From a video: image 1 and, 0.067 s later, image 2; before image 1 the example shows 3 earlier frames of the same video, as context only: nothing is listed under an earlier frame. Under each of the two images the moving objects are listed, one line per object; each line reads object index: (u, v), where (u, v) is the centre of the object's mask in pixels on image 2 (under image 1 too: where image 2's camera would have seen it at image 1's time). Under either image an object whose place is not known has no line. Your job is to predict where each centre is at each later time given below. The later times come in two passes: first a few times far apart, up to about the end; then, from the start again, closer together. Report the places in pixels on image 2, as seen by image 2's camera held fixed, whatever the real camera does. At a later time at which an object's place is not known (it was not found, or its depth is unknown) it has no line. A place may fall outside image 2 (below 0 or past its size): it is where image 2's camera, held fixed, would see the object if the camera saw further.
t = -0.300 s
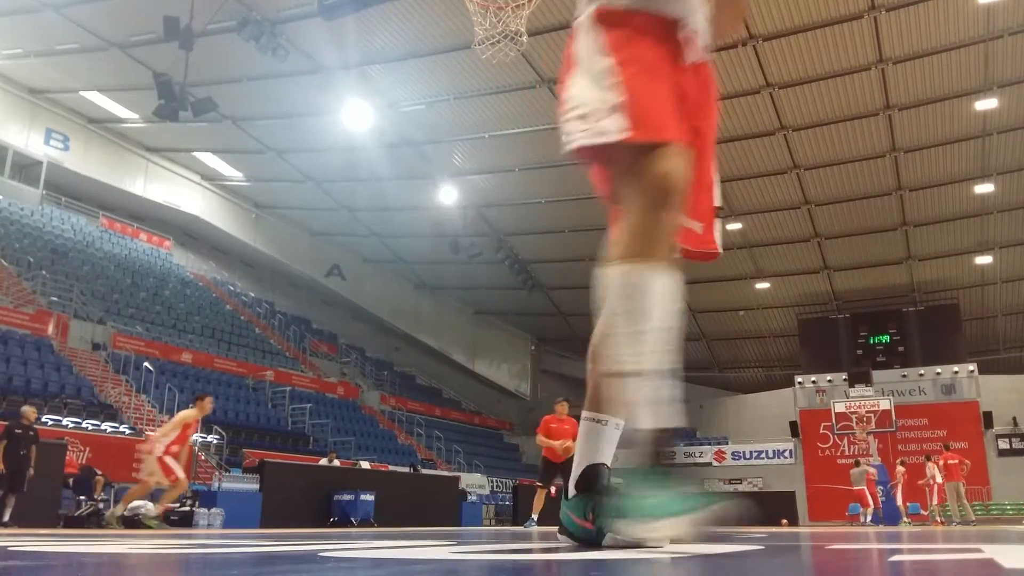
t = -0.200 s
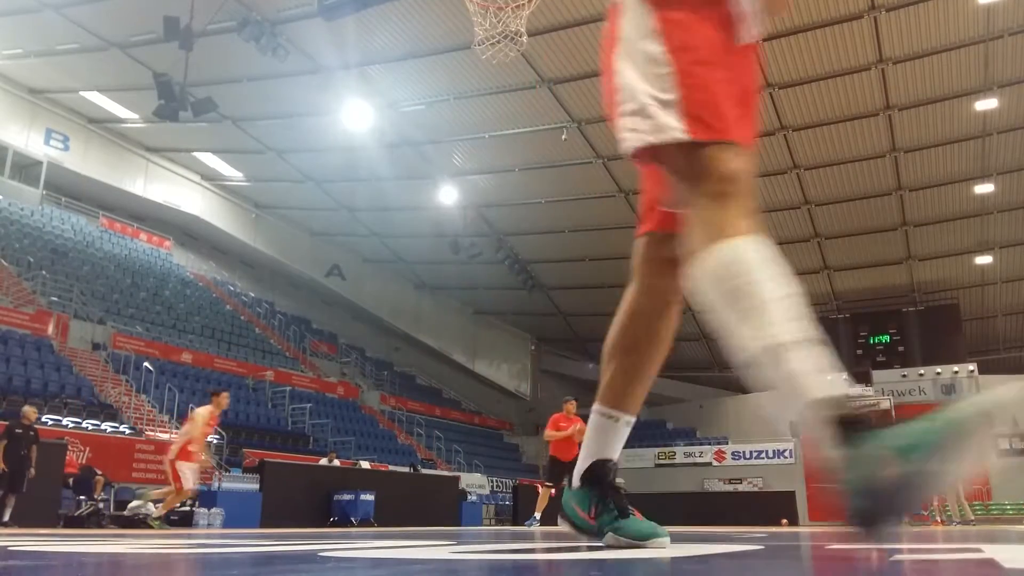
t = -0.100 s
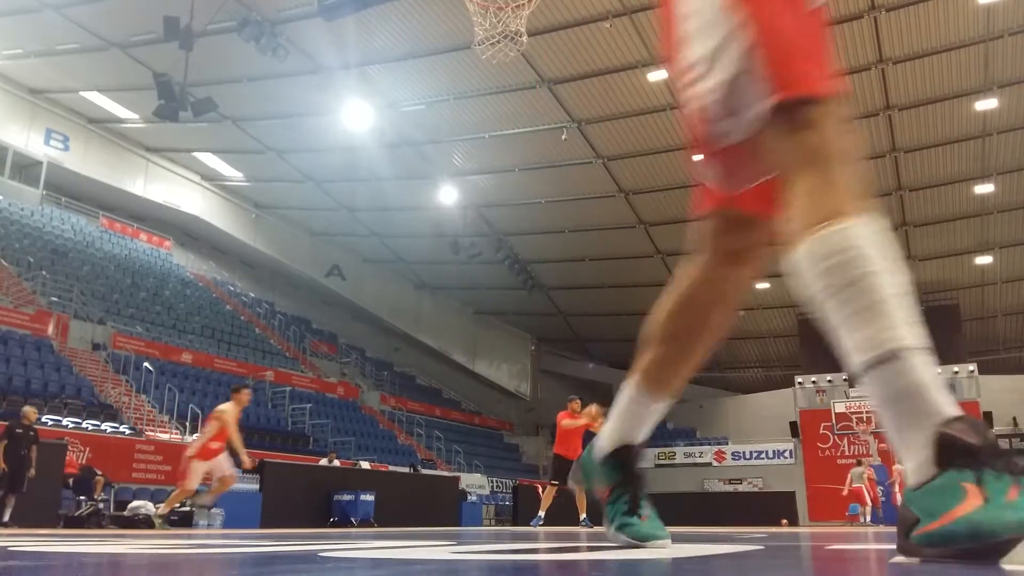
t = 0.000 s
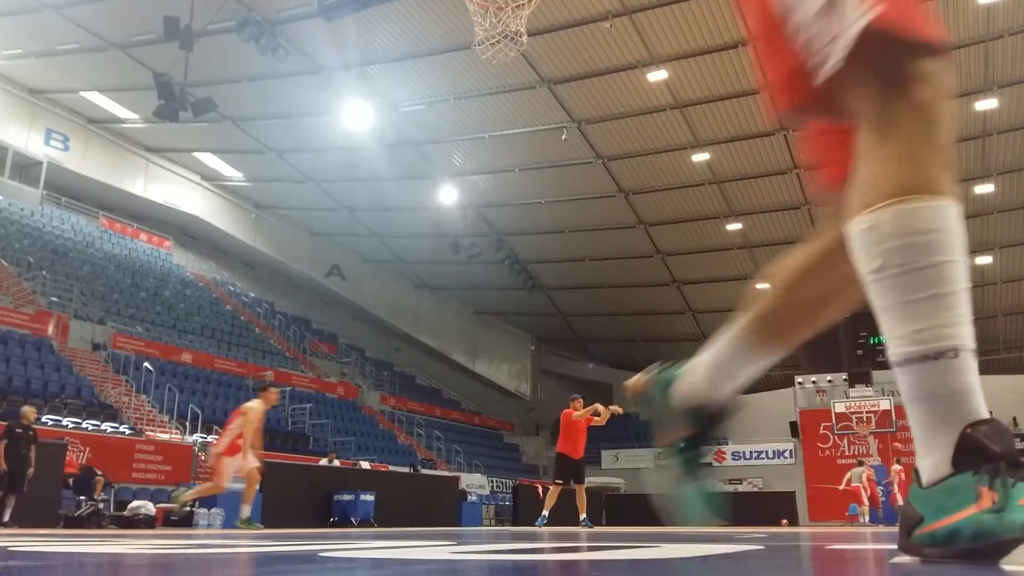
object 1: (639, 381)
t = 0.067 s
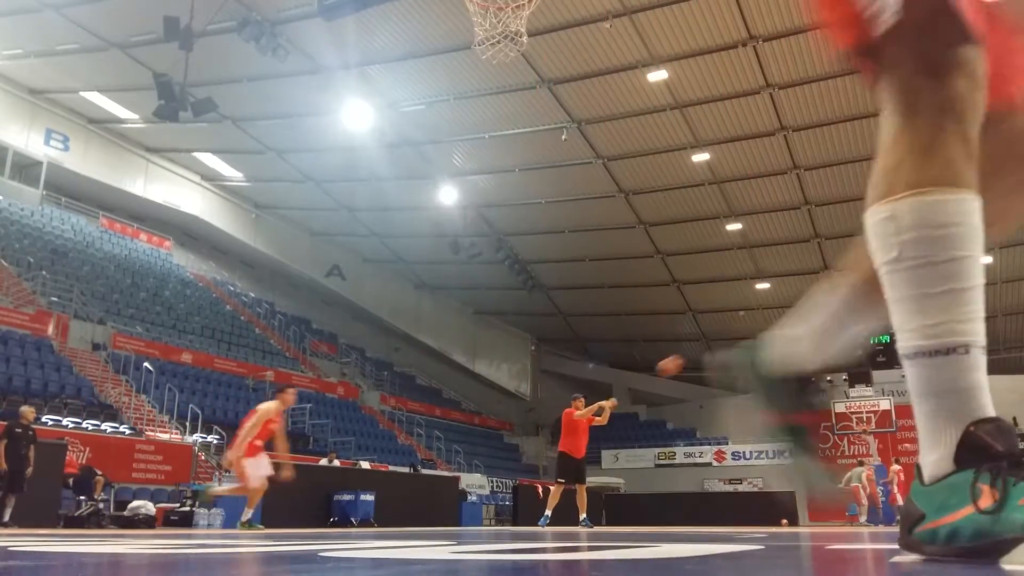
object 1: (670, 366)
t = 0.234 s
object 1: (767, 329)
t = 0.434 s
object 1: (900, 306)
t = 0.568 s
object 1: (1006, 305)
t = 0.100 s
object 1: (687, 358)
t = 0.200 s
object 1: (745, 336)
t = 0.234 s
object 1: (767, 329)
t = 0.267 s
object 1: (786, 324)
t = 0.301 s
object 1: (809, 319)
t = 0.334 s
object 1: (831, 315)
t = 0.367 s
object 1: (854, 311)
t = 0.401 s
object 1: (876, 309)
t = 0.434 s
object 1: (900, 306)
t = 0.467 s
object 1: (927, 304)
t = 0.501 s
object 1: (952, 304)
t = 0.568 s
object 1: (1006, 305)
